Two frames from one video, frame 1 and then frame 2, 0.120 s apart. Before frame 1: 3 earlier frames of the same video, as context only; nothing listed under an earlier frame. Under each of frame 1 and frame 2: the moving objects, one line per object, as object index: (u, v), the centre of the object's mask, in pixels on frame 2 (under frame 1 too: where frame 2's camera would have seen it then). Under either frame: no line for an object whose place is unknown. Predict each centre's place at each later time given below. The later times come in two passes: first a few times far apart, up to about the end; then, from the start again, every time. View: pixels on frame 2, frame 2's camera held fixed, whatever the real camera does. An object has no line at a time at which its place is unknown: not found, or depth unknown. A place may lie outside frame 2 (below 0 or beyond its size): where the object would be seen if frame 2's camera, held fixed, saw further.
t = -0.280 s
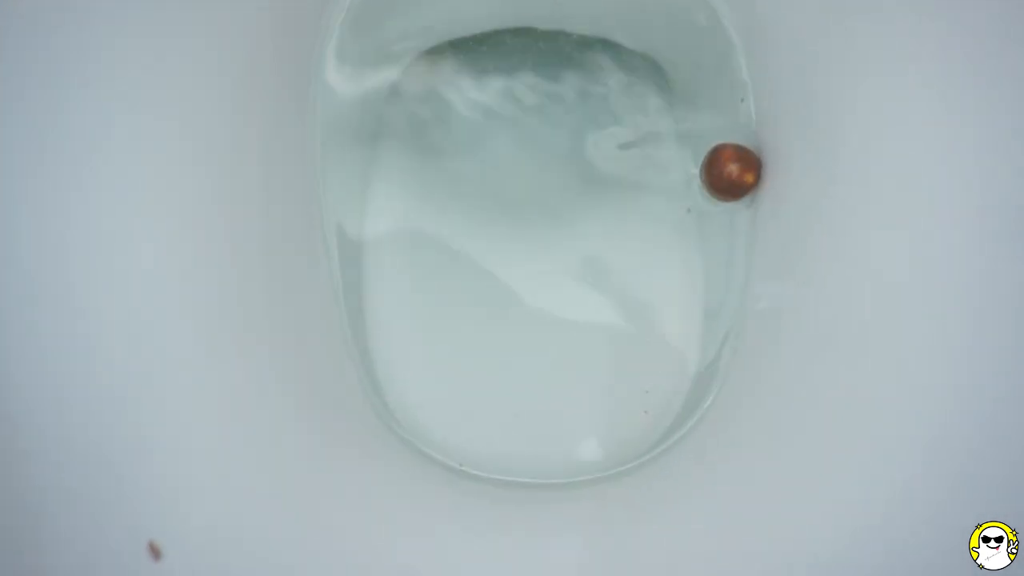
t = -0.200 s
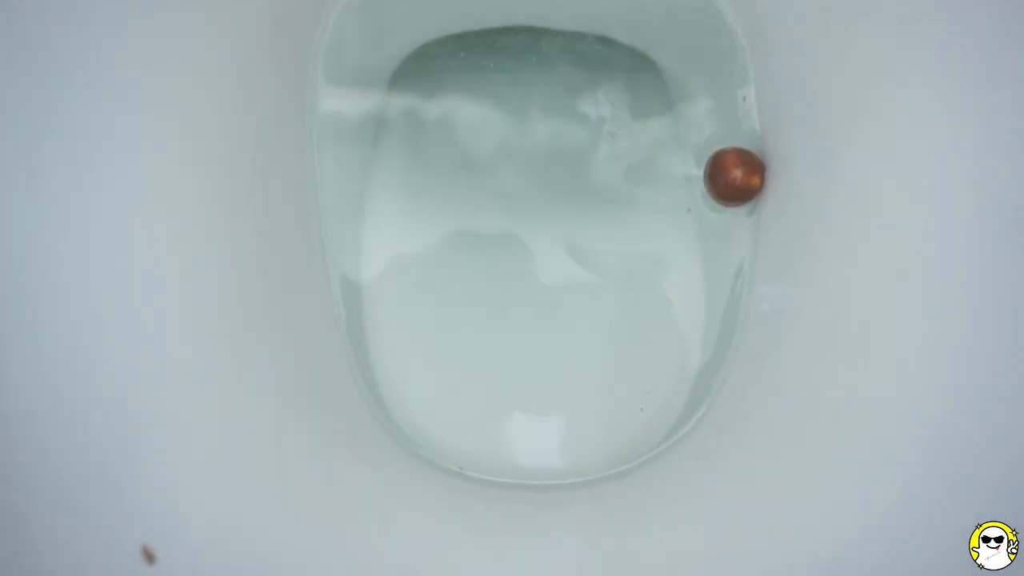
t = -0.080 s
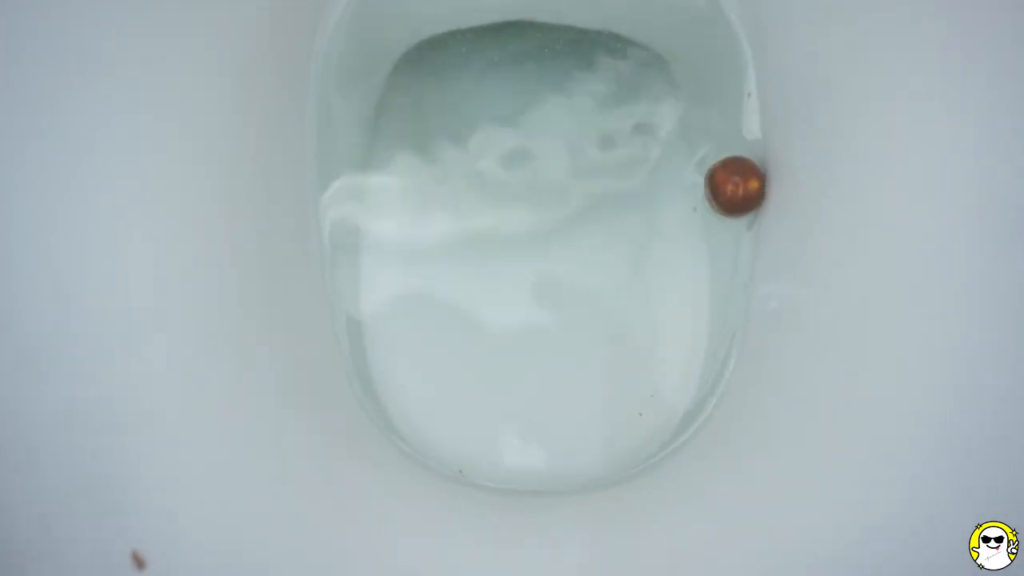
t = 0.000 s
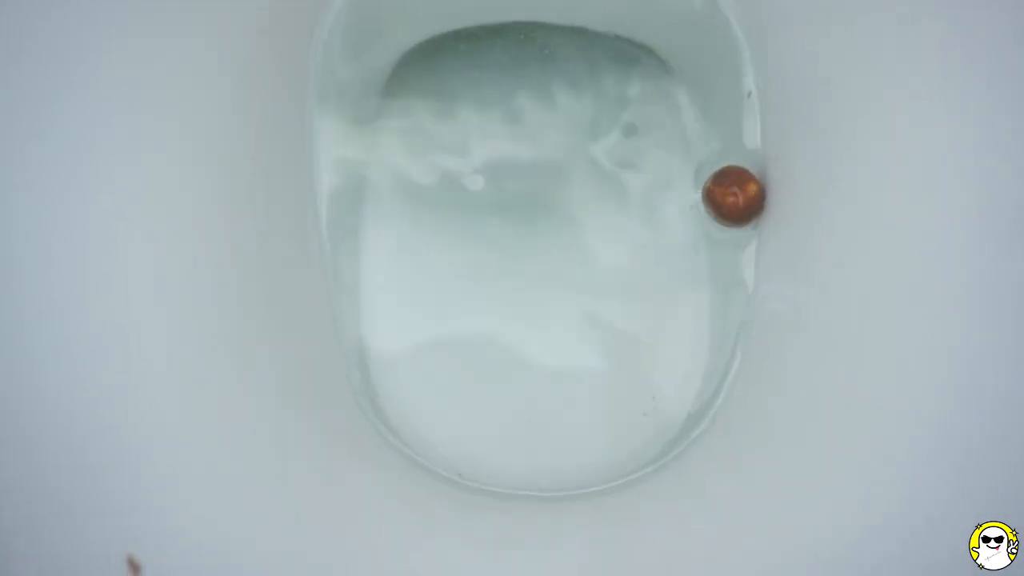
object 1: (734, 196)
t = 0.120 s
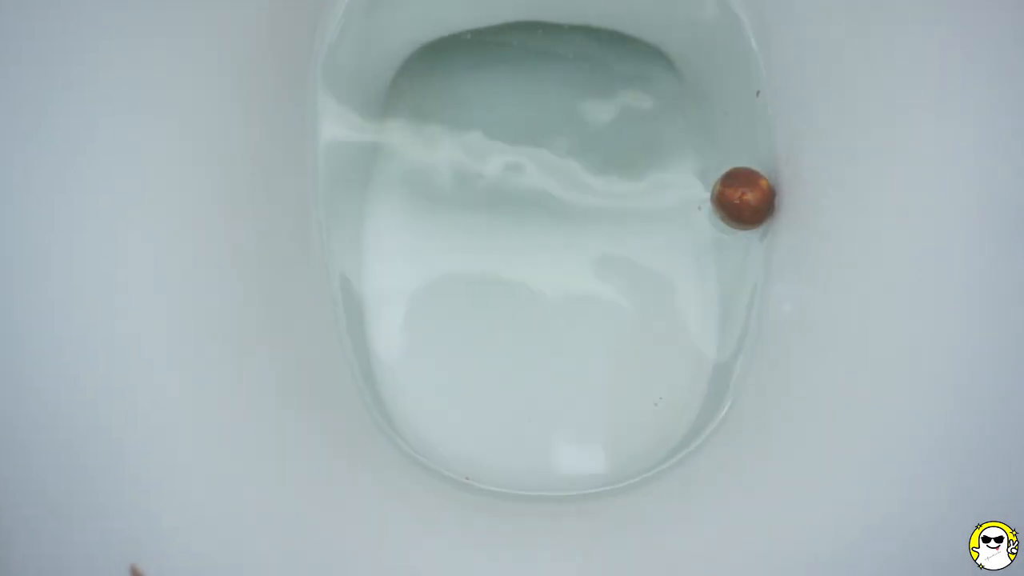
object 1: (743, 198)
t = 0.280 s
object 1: (745, 199)
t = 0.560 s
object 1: (739, 221)
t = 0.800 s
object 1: (736, 244)
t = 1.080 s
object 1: (727, 260)
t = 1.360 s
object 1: (725, 264)
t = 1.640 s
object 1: (721, 276)
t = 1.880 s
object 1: (715, 288)
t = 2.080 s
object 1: (712, 300)
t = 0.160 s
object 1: (744, 197)
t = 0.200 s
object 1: (744, 196)
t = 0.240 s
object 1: (745, 196)
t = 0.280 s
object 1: (745, 199)
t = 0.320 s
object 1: (742, 202)
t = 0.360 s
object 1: (741, 207)
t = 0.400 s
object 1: (741, 211)
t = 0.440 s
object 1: (741, 215)
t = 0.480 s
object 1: (740, 218)
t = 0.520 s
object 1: (740, 220)
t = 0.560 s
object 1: (739, 221)
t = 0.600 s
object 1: (737, 227)
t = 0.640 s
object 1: (737, 229)
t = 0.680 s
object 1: (737, 232)
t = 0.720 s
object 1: (737, 237)
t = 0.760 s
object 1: (736, 241)
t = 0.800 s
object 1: (736, 244)
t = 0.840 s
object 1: (736, 247)
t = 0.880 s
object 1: (735, 247)
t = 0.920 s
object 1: (734, 250)
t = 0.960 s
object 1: (732, 254)
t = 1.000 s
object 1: (730, 255)
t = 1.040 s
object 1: (728, 258)
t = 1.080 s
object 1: (727, 260)
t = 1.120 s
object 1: (727, 260)
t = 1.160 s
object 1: (727, 259)
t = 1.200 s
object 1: (727, 256)
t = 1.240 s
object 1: (727, 256)
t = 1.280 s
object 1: (727, 257)
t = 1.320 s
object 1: (726, 260)
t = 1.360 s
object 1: (725, 264)
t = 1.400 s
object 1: (725, 268)
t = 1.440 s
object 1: (726, 272)
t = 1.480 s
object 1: (726, 274)
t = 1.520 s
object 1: (726, 275)
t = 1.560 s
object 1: (725, 275)
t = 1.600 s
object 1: (723, 276)
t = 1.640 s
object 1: (721, 276)
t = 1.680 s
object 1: (720, 278)
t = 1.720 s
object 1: (719, 279)
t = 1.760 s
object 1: (719, 281)
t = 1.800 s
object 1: (718, 283)
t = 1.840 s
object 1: (716, 286)
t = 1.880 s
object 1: (715, 288)
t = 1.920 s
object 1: (714, 291)
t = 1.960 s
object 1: (713, 293)
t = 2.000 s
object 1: (713, 295)
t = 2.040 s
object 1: (713, 298)
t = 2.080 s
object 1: (712, 300)
